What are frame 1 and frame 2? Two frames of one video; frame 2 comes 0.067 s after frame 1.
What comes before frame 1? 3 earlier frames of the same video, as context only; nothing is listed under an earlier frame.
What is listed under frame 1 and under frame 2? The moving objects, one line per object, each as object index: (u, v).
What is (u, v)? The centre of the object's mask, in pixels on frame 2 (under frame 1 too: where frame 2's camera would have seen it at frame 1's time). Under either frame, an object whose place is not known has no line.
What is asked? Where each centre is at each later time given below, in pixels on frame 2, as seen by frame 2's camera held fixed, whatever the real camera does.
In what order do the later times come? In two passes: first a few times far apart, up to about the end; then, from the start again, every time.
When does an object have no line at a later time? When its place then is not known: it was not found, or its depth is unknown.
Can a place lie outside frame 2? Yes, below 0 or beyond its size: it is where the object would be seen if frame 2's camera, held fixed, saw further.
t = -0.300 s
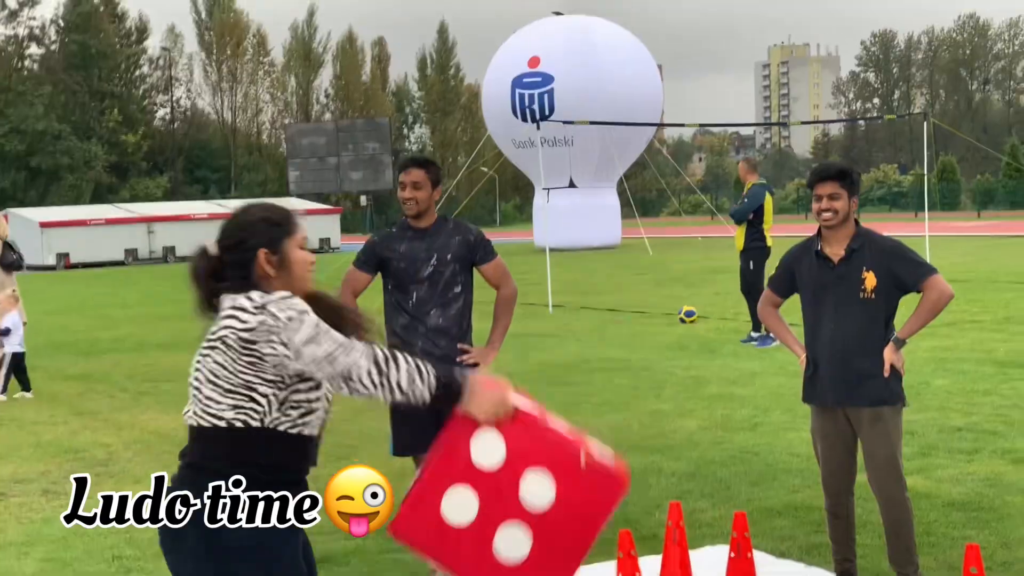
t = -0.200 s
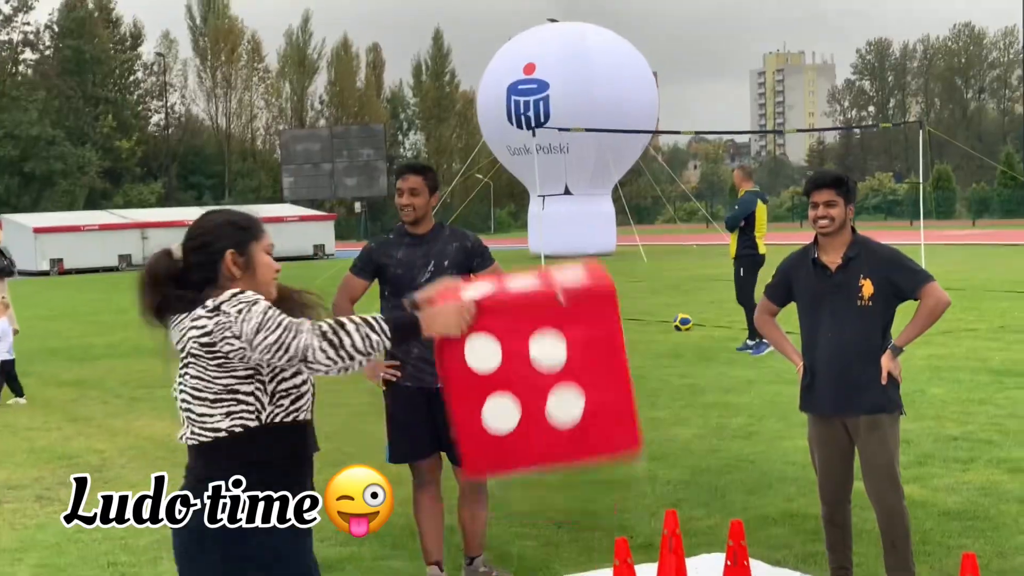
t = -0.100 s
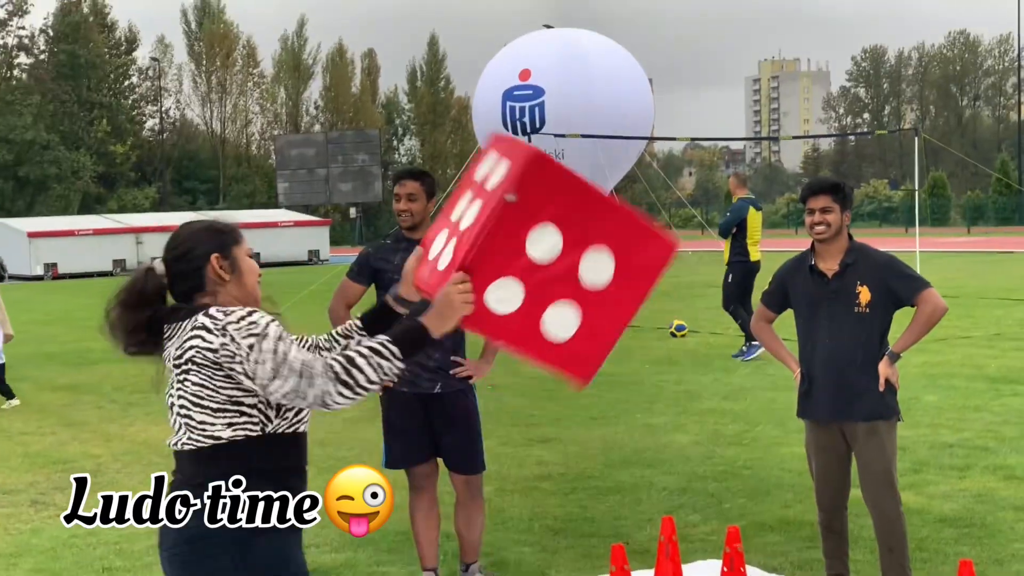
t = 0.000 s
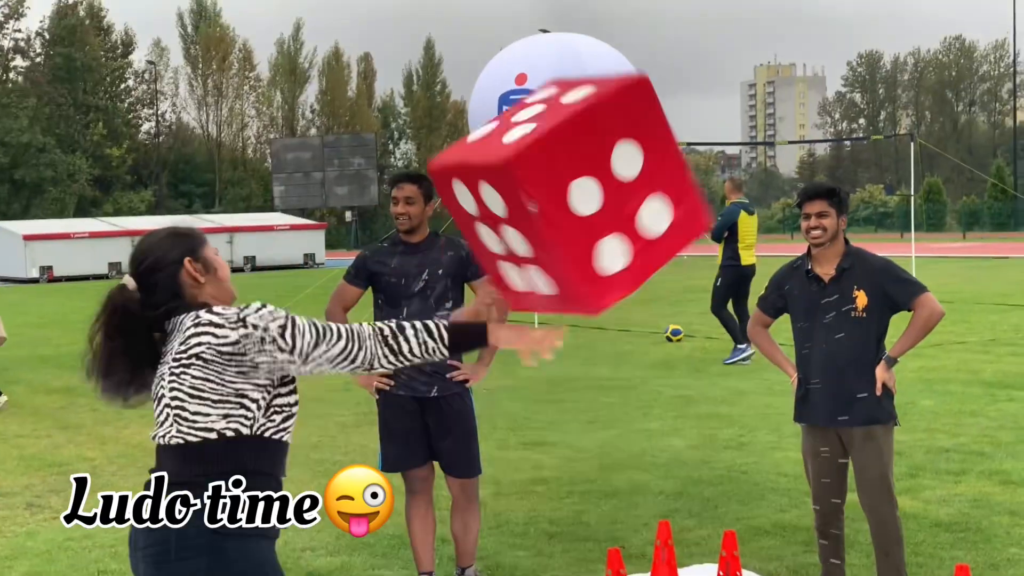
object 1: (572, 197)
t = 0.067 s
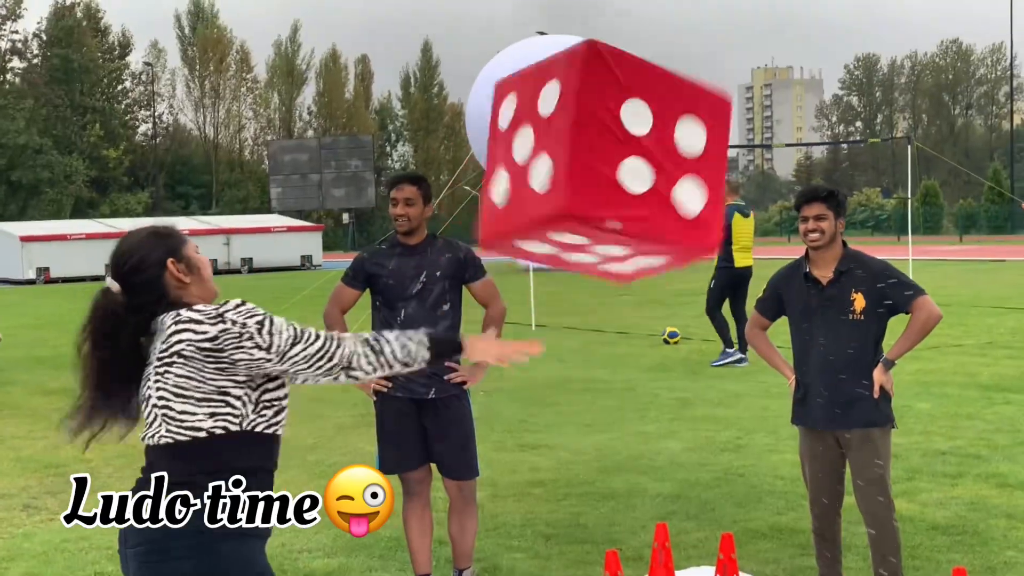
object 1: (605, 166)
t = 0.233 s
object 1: (669, 148)
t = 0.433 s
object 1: (720, 337)
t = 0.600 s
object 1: (802, 556)
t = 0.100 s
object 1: (620, 154)
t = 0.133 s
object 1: (637, 147)
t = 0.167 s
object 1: (652, 145)
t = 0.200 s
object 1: (662, 143)
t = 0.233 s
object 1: (669, 148)
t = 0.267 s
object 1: (675, 160)
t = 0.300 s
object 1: (682, 179)
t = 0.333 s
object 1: (691, 208)
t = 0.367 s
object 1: (700, 248)
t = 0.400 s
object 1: (710, 288)
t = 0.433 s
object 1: (720, 337)
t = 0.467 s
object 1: (736, 386)
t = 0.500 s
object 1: (752, 439)
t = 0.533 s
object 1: (767, 486)
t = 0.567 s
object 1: (782, 522)
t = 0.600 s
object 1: (802, 556)
